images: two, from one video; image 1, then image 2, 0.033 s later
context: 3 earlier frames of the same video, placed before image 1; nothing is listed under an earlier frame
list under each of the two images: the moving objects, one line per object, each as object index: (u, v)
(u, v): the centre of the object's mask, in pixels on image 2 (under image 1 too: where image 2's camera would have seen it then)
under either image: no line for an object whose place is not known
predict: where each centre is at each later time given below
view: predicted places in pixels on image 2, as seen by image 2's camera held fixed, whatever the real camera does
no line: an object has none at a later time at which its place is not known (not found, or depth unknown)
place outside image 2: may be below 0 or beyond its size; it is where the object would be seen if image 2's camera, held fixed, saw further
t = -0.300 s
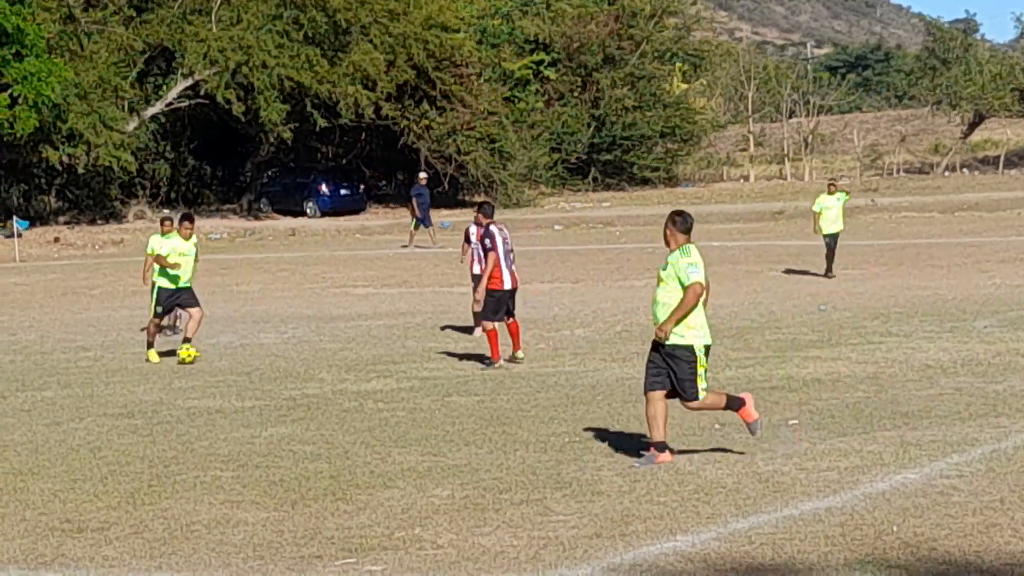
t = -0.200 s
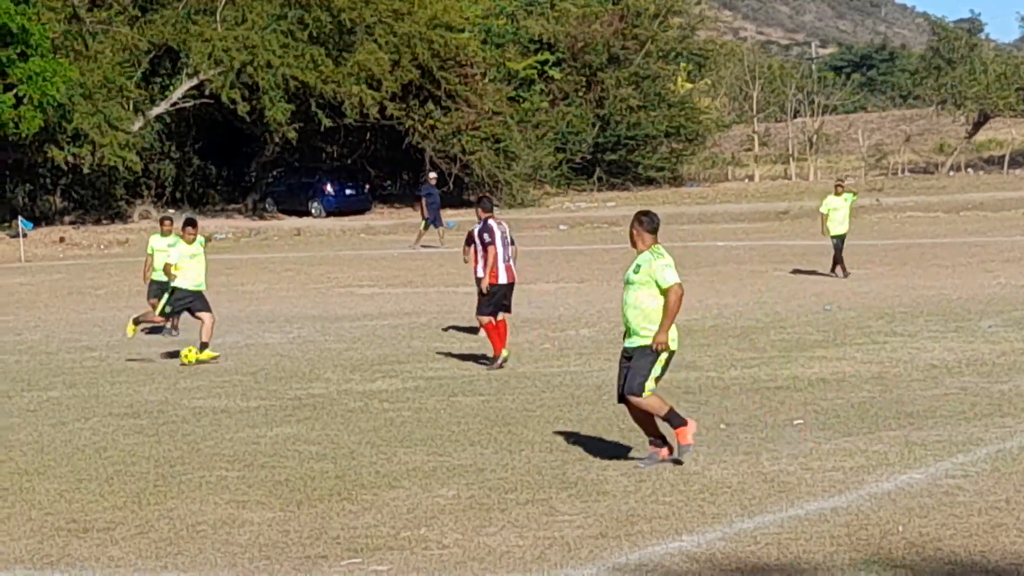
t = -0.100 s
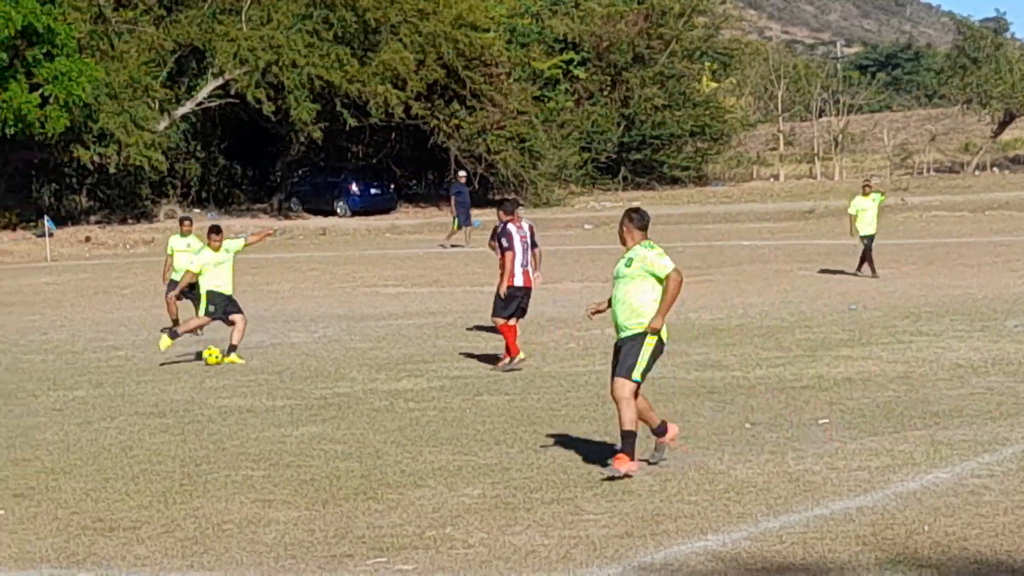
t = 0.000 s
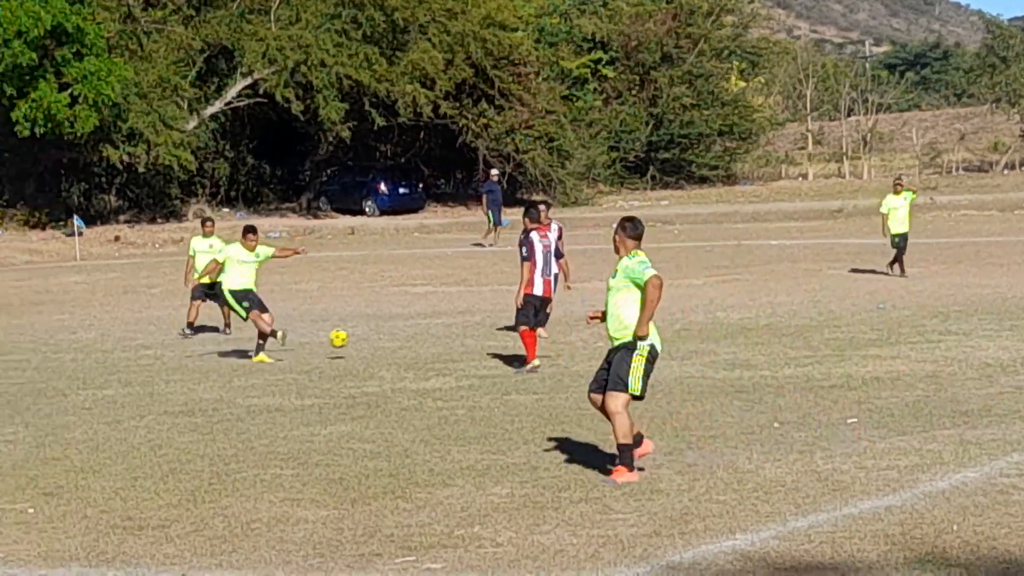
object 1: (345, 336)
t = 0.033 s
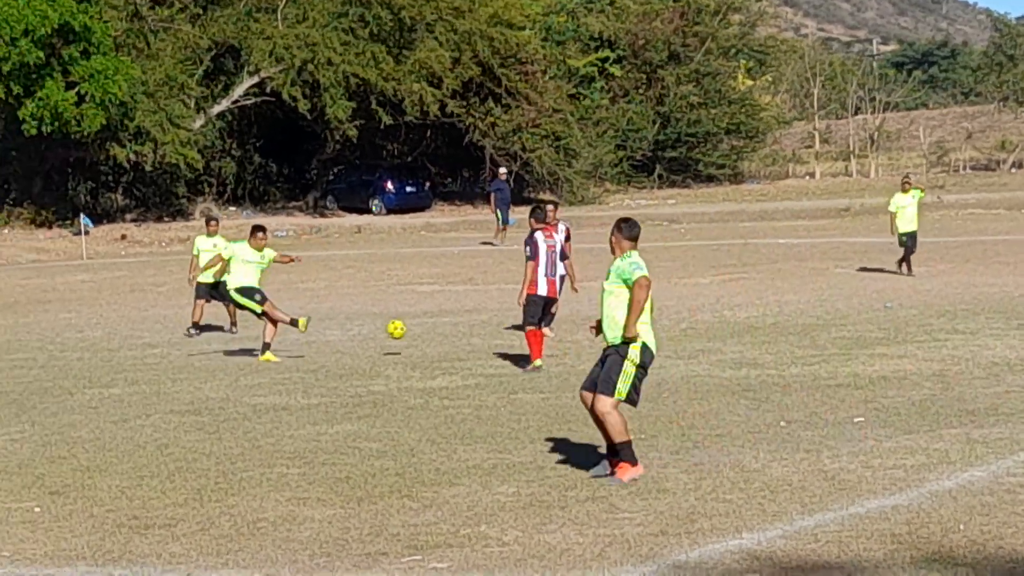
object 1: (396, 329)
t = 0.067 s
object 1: (447, 323)
